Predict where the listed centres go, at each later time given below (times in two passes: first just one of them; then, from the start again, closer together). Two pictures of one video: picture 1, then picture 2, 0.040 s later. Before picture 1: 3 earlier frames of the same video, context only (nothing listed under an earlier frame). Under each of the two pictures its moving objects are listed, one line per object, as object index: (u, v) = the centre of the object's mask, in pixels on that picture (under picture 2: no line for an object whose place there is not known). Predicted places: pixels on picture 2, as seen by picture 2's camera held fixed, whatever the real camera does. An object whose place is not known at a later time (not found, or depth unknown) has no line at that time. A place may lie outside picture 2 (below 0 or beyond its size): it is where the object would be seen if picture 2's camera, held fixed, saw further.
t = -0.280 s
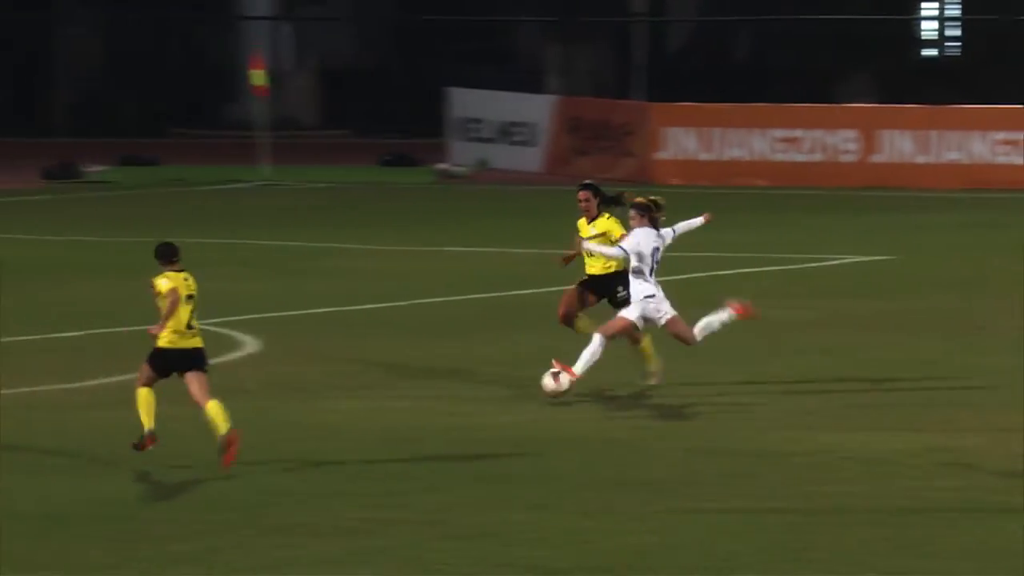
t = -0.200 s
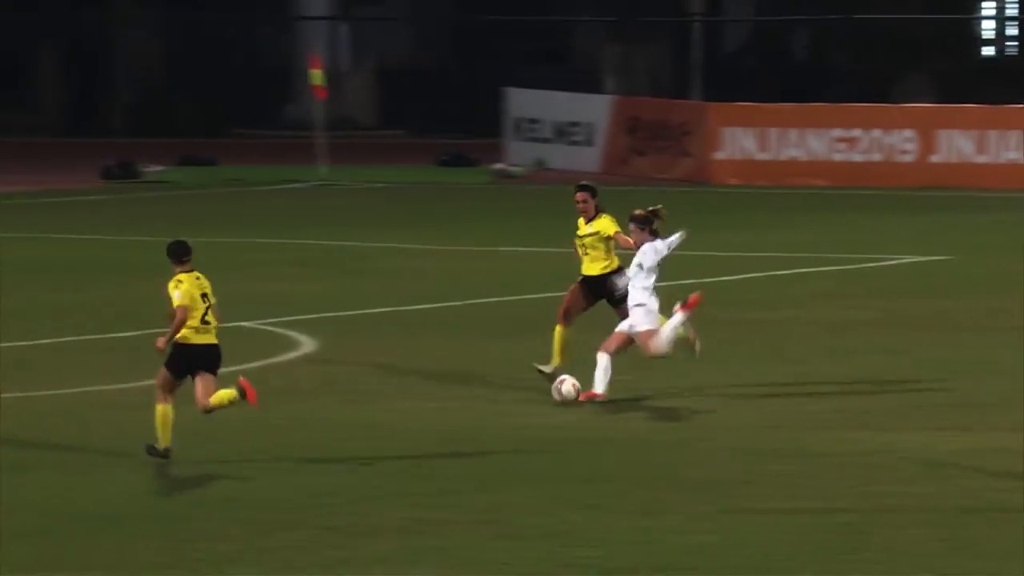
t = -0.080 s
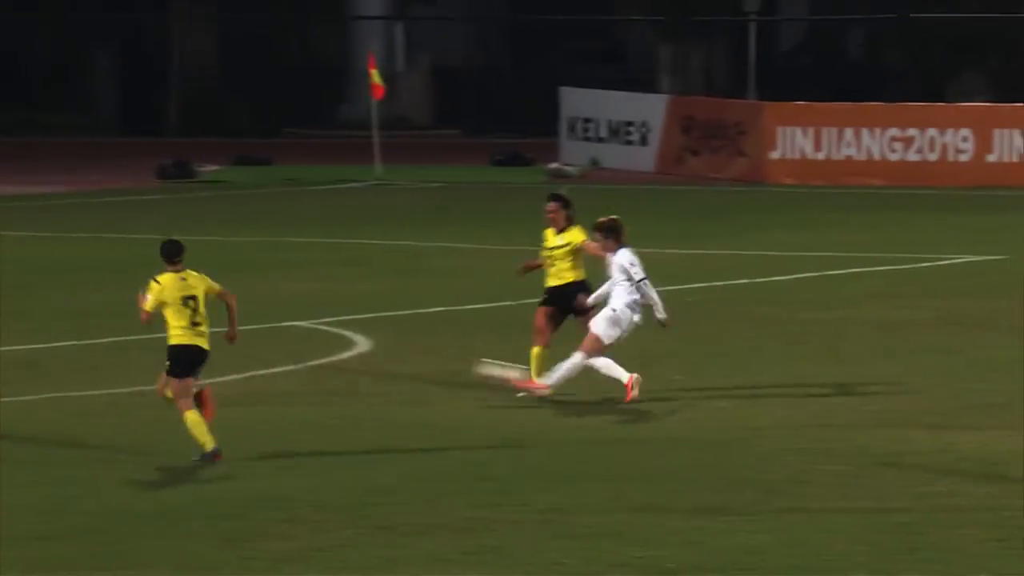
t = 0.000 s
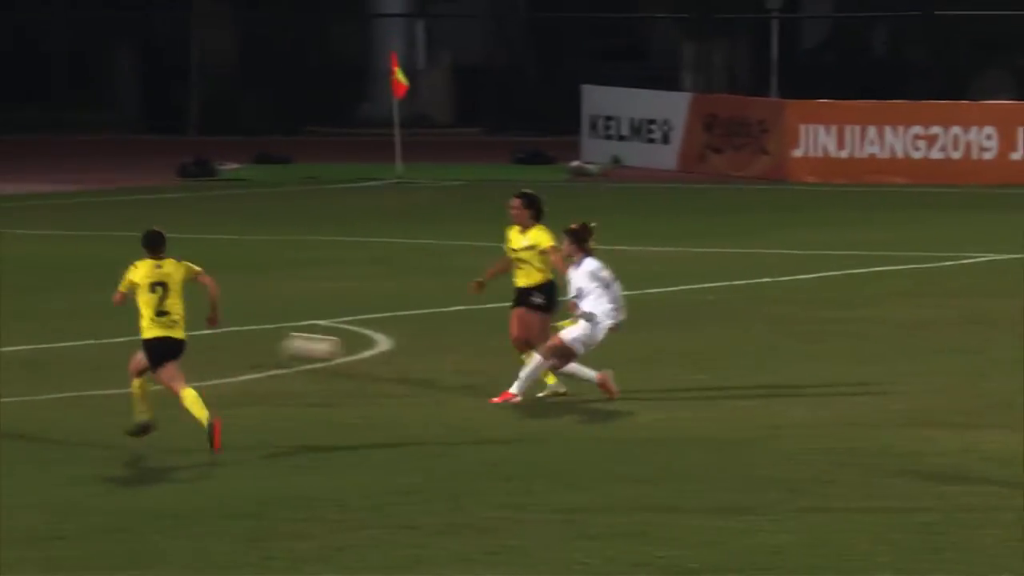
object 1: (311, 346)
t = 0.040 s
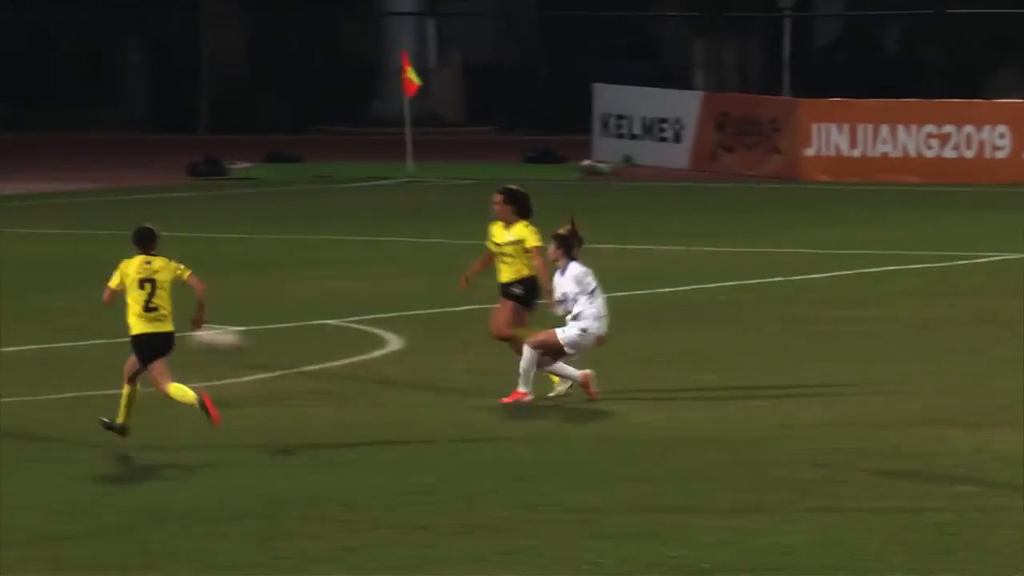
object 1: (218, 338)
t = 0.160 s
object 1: (-78, 330)
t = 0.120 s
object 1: (13, 329)
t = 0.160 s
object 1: (-78, 330)
